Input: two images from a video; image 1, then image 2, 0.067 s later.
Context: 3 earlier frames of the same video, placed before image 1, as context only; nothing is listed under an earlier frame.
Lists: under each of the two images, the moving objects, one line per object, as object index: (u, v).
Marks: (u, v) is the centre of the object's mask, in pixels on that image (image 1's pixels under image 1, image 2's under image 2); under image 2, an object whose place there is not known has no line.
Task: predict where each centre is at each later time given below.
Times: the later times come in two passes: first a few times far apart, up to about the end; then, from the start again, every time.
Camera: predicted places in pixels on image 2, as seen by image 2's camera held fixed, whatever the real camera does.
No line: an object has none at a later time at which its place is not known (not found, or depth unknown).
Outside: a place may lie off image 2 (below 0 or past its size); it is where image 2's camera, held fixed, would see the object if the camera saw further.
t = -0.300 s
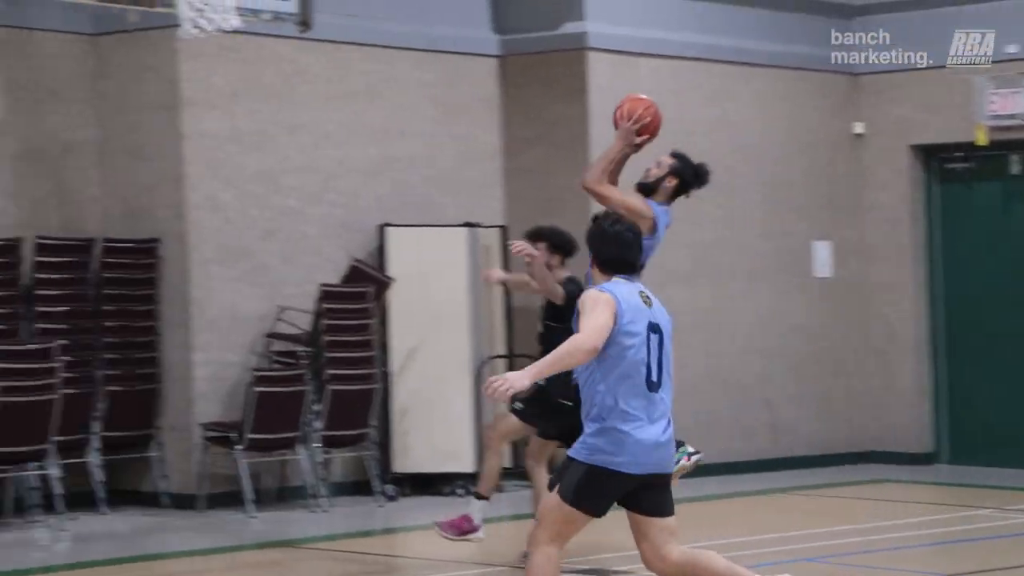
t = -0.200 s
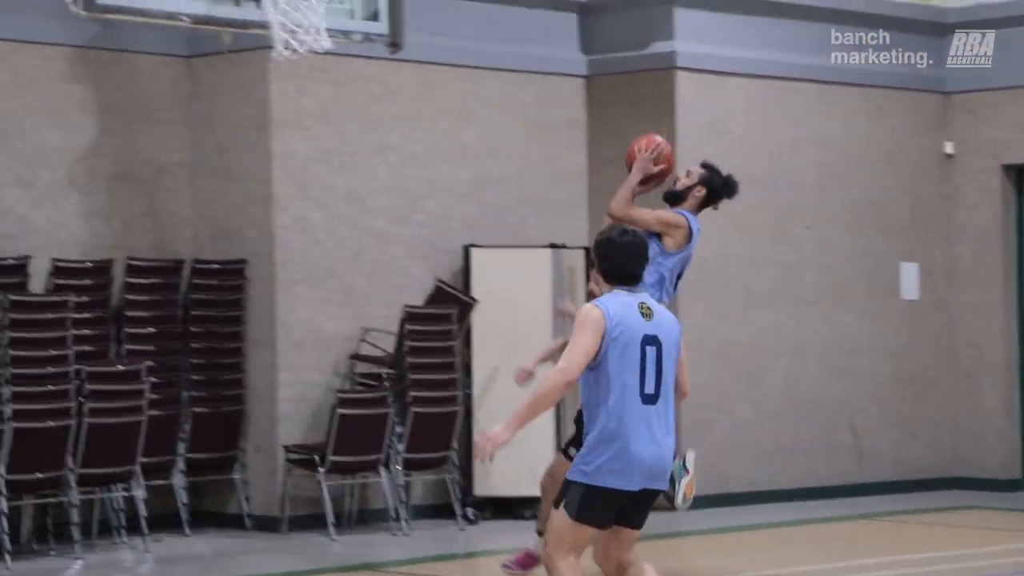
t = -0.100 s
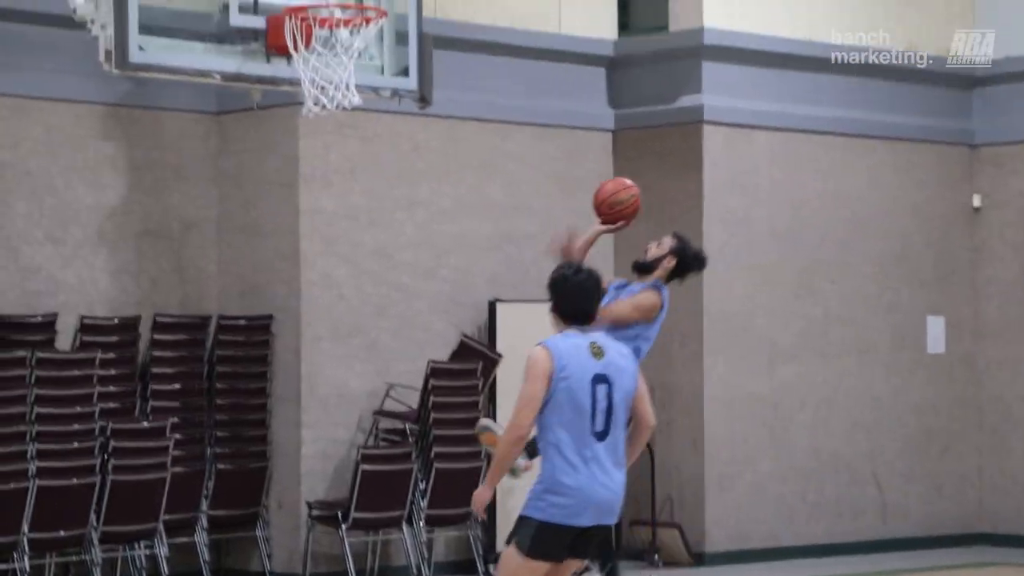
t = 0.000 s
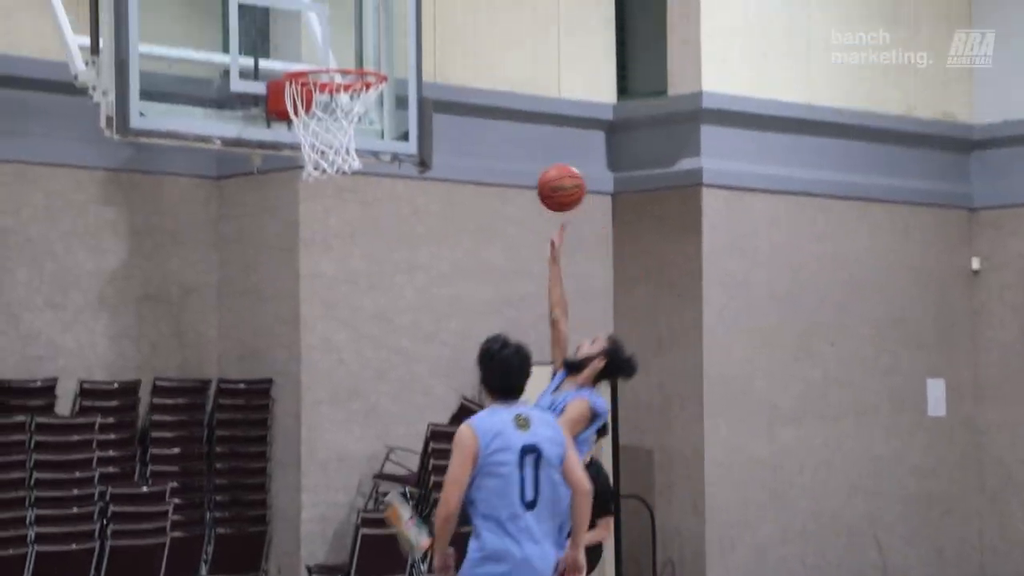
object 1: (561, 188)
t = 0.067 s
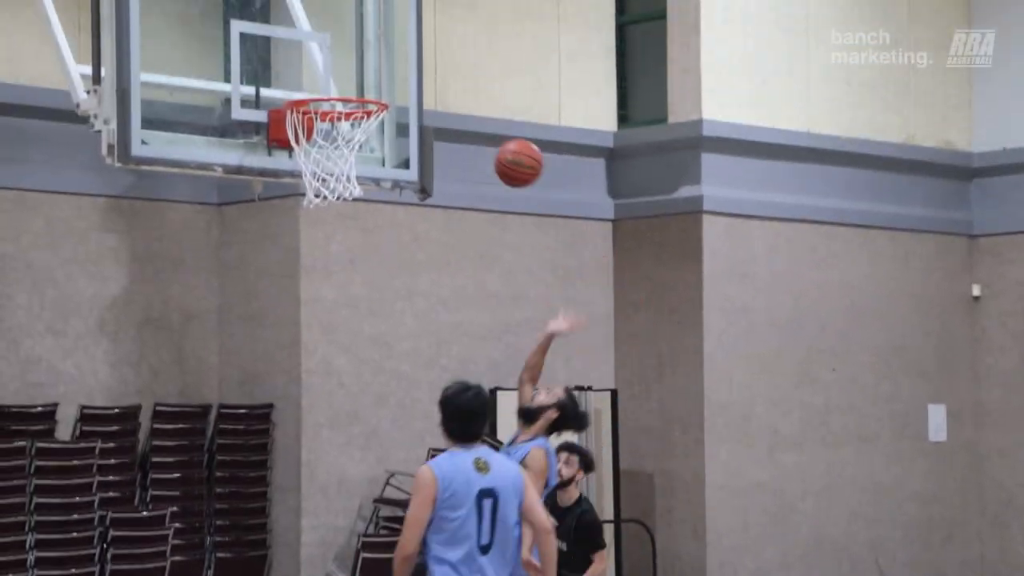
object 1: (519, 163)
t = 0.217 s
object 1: (423, 77)
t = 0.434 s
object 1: (343, 40)
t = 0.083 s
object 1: (508, 151)
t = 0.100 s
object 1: (498, 141)
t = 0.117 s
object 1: (487, 130)
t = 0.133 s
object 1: (477, 120)
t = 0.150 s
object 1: (466, 111)
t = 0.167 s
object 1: (454, 102)
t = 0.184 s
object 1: (444, 94)
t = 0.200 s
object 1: (434, 85)
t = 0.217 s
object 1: (423, 77)
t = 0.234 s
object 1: (412, 71)
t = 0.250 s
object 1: (402, 65)
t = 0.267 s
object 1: (391, 60)
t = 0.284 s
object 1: (379, 55)
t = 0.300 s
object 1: (369, 50)
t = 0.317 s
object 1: (358, 46)
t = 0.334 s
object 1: (348, 43)
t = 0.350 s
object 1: (347, 41)
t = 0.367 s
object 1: (346, 39)
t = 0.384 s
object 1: (346, 39)
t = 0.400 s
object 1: (345, 39)
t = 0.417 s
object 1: (344, 39)
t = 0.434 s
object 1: (343, 40)
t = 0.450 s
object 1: (342, 41)
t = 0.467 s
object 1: (341, 43)
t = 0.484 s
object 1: (340, 46)
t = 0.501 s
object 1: (339, 49)
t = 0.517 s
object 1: (338, 53)
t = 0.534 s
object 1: (338, 57)
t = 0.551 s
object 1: (337, 62)
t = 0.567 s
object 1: (336, 68)
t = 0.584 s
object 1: (334, 73)
